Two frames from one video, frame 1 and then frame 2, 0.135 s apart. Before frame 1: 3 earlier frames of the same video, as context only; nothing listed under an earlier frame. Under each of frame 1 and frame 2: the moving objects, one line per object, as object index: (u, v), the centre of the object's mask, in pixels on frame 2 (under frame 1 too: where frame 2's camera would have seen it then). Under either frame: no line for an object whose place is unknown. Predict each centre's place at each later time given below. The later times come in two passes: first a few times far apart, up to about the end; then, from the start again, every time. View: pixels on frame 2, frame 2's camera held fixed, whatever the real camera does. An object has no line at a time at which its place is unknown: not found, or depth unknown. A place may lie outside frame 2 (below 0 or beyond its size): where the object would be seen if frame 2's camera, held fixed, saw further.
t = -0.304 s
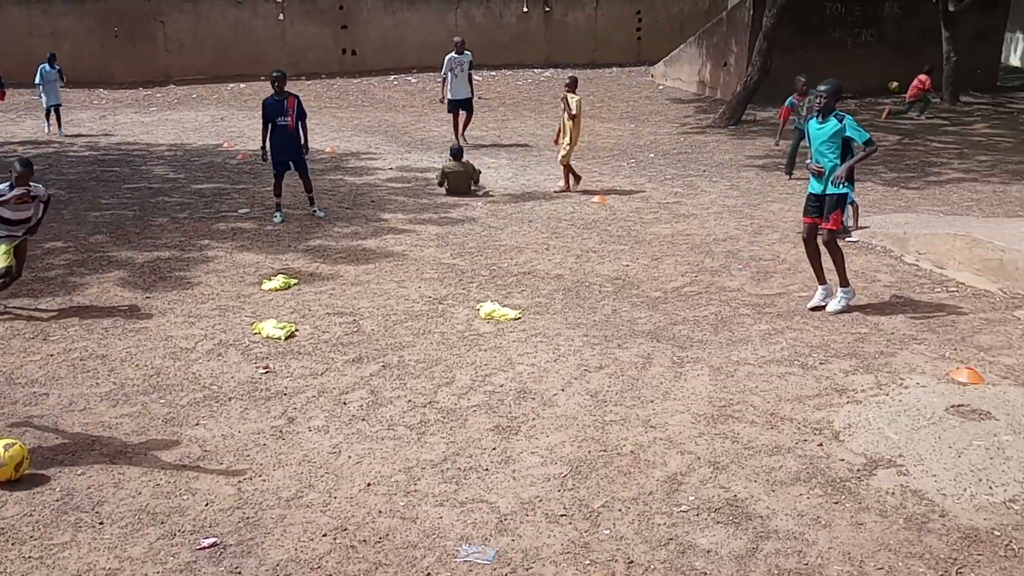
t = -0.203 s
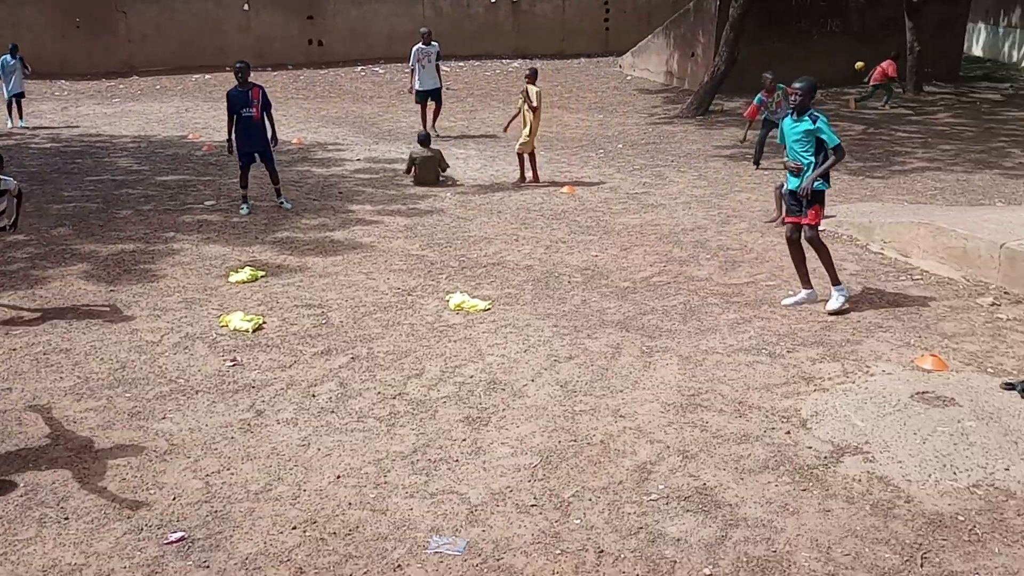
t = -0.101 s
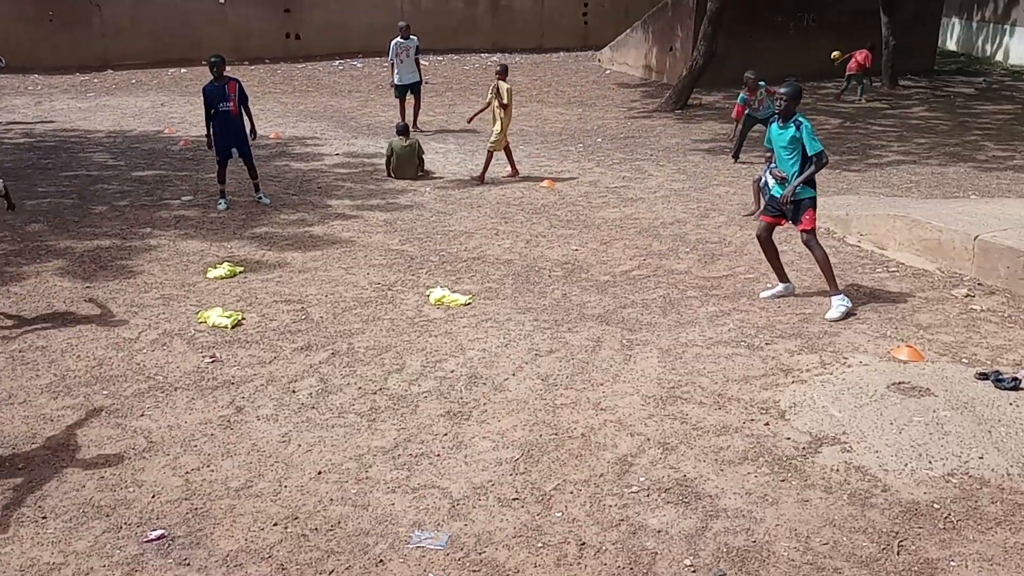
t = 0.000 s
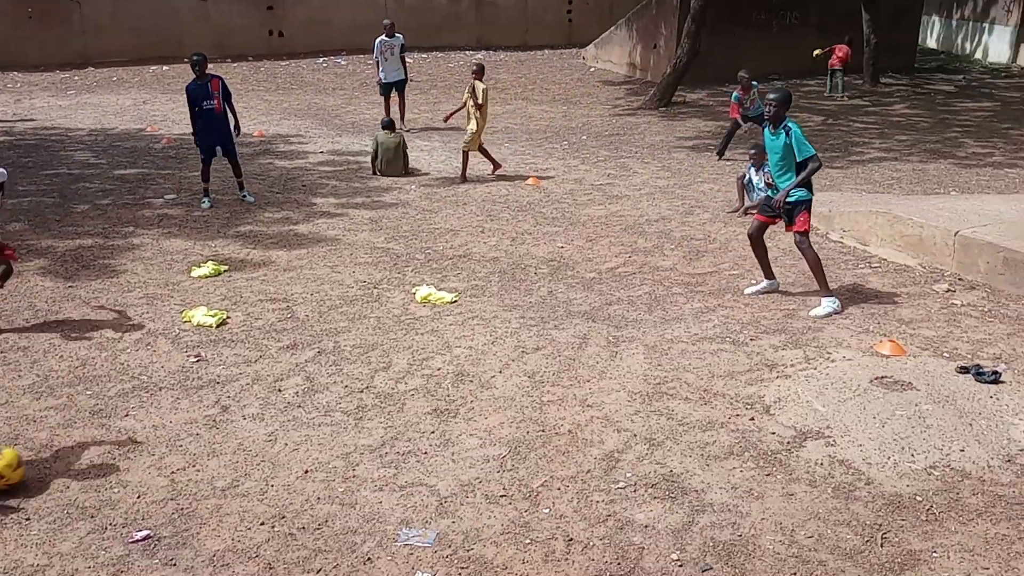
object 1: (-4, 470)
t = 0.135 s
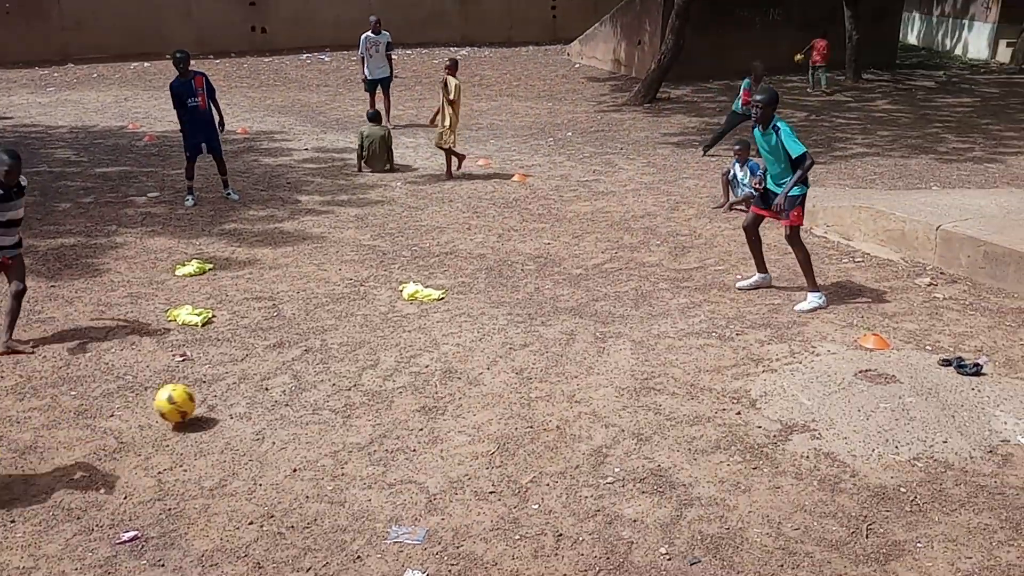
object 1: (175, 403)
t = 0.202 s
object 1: (249, 380)
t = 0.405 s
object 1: (409, 318)
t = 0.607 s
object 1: (513, 285)
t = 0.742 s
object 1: (564, 254)
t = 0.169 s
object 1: (216, 394)
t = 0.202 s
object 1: (249, 380)
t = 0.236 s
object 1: (280, 365)
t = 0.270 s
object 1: (309, 353)
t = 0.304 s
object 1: (336, 342)
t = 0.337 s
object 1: (363, 335)
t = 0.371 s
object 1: (389, 330)
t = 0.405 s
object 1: (409, 318)
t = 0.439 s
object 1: (428, 308)
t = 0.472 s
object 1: (447, 299)
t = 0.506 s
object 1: (465, 293)
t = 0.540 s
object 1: (481, 289)
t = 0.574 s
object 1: (498, 286)
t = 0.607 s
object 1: (513, 285)
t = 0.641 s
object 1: (527, 277)
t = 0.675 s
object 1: (539, 267)
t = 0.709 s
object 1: (552, 260)
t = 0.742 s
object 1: (564, 254)
